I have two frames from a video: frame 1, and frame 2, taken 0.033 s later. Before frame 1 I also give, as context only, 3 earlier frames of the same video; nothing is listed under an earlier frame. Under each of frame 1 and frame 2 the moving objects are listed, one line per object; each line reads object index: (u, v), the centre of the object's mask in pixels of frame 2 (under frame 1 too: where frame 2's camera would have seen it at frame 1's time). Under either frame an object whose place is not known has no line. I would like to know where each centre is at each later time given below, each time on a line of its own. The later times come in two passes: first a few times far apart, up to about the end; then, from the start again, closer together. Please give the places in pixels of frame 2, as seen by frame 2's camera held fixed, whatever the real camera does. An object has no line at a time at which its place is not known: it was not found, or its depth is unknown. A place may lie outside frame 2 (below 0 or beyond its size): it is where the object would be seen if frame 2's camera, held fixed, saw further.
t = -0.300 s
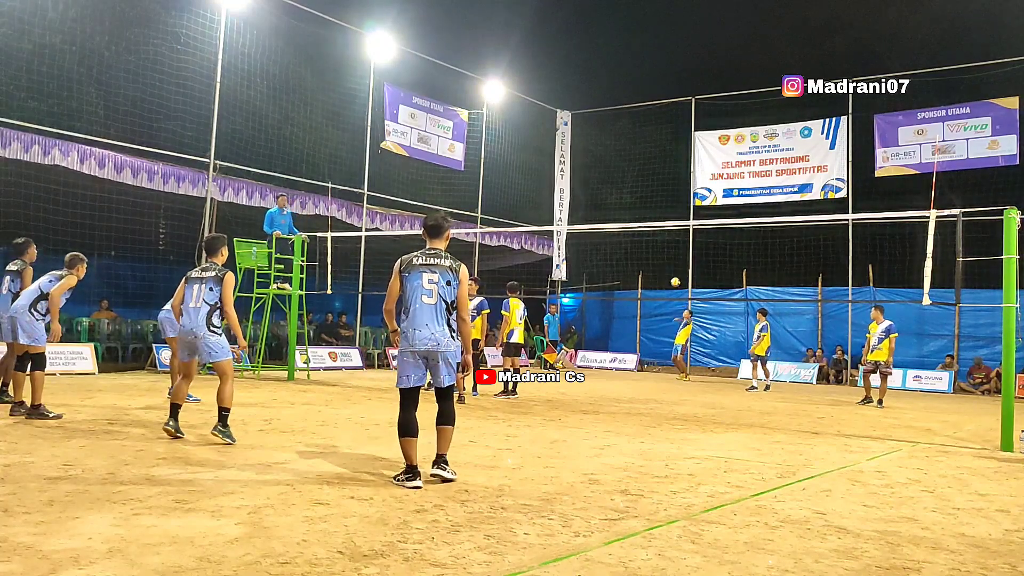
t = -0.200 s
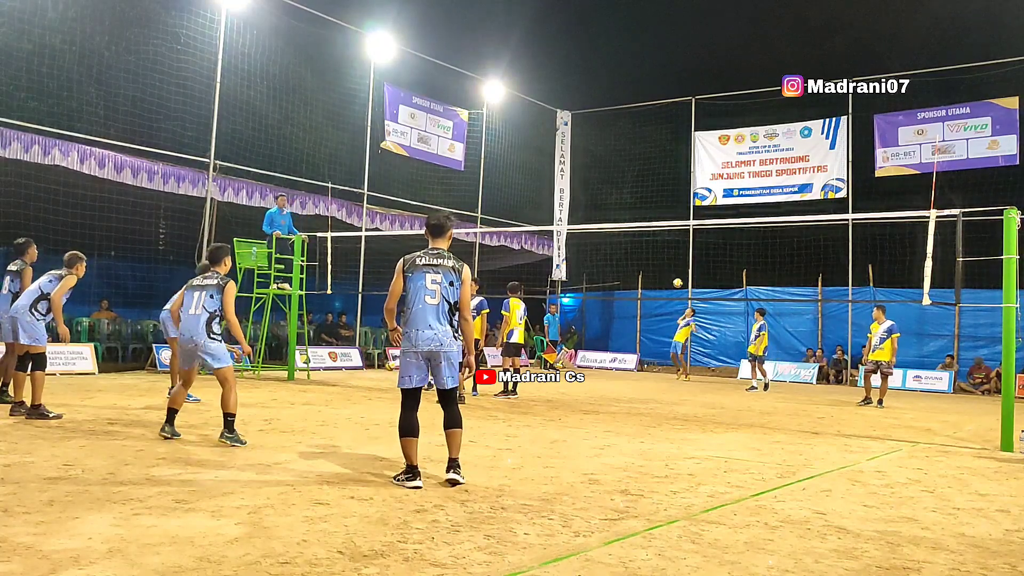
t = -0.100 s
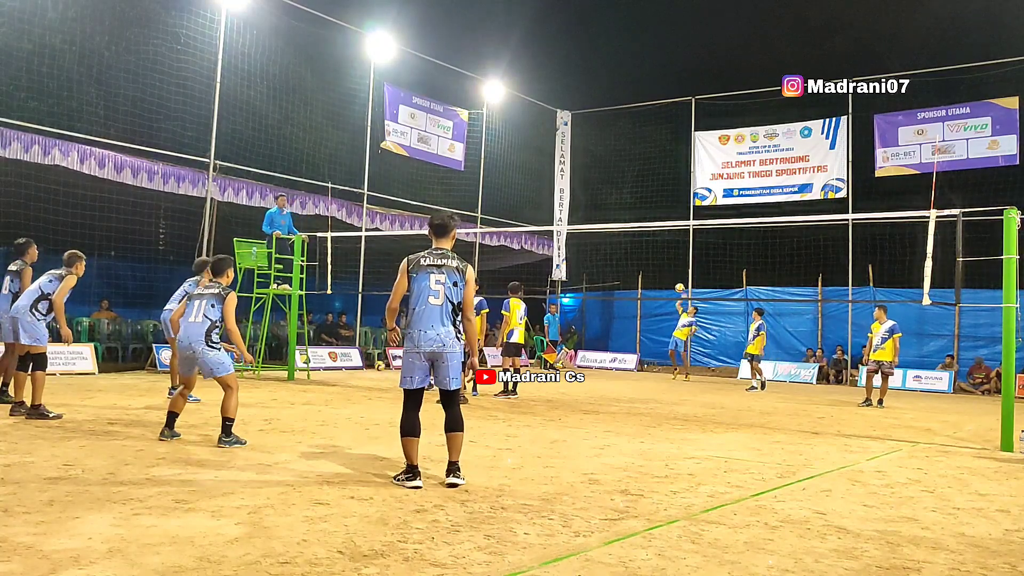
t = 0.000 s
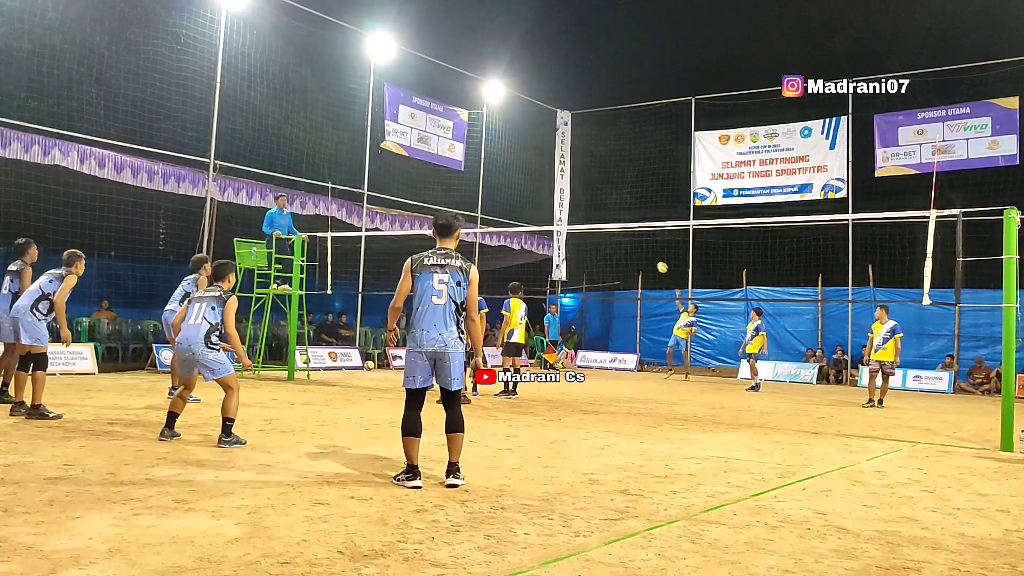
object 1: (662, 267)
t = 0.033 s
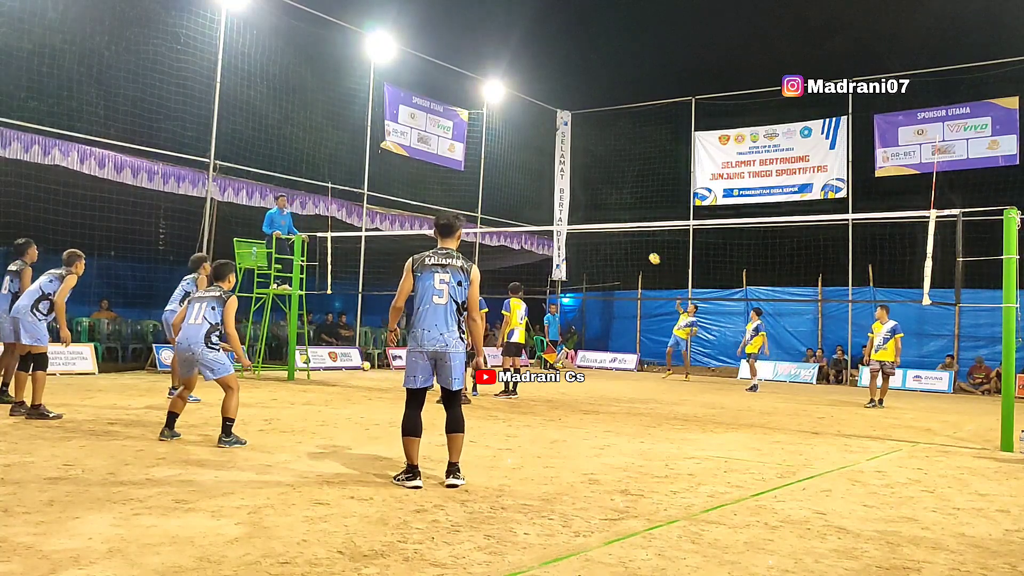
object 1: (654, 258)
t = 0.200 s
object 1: (610, 217)
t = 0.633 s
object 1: (453, 161)
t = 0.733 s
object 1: (402, 163)
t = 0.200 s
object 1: (610, 217)
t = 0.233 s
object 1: (601, 210)
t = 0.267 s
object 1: (591, 203)
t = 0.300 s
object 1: (581, 197)
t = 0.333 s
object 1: (571, 192)
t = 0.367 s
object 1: (558, 186)
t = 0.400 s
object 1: (547, 181)
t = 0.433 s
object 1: (536, 176)
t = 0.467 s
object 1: (523, 172)
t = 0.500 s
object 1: (510, 169)
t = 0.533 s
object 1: (497, 166)
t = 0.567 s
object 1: (483, 164)
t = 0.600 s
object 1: (468, 162)
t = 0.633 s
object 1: (453, 161)
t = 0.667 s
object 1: (436, 161)
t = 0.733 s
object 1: (402, 163)
